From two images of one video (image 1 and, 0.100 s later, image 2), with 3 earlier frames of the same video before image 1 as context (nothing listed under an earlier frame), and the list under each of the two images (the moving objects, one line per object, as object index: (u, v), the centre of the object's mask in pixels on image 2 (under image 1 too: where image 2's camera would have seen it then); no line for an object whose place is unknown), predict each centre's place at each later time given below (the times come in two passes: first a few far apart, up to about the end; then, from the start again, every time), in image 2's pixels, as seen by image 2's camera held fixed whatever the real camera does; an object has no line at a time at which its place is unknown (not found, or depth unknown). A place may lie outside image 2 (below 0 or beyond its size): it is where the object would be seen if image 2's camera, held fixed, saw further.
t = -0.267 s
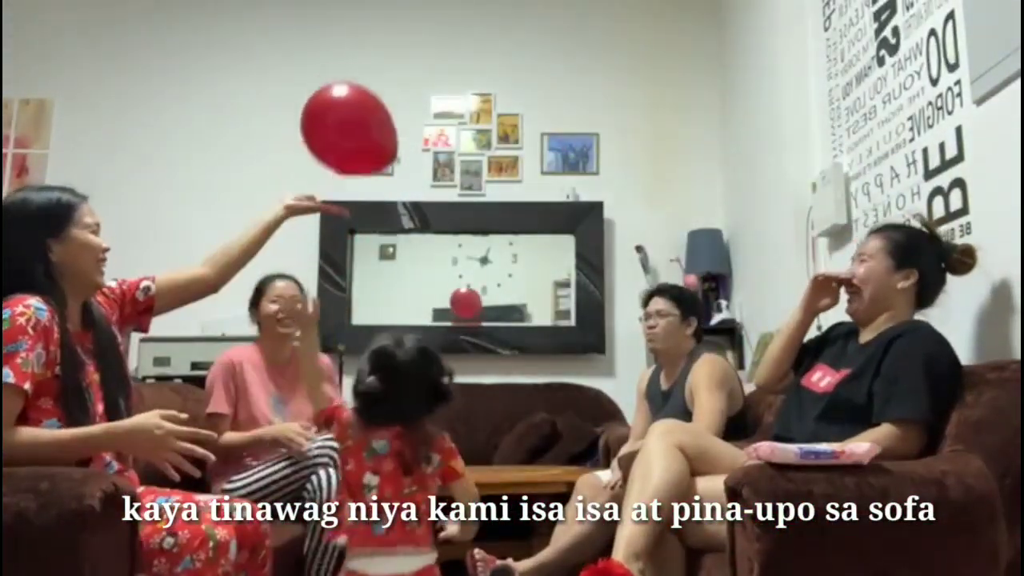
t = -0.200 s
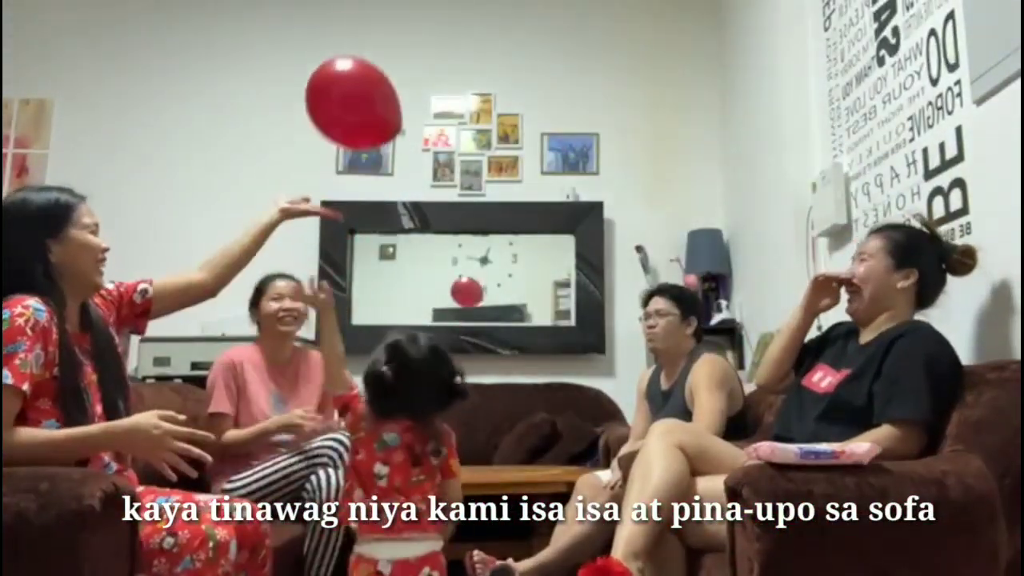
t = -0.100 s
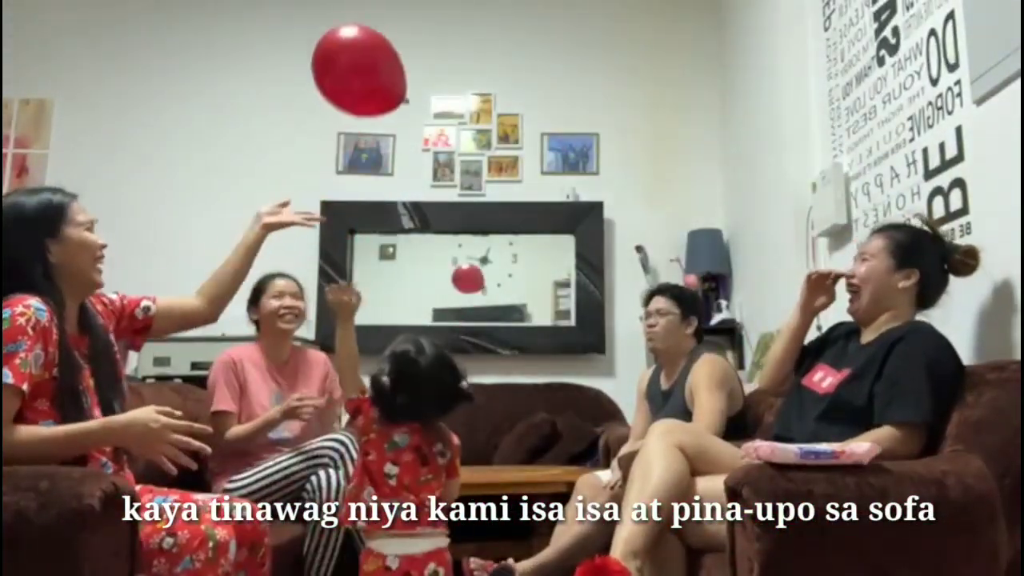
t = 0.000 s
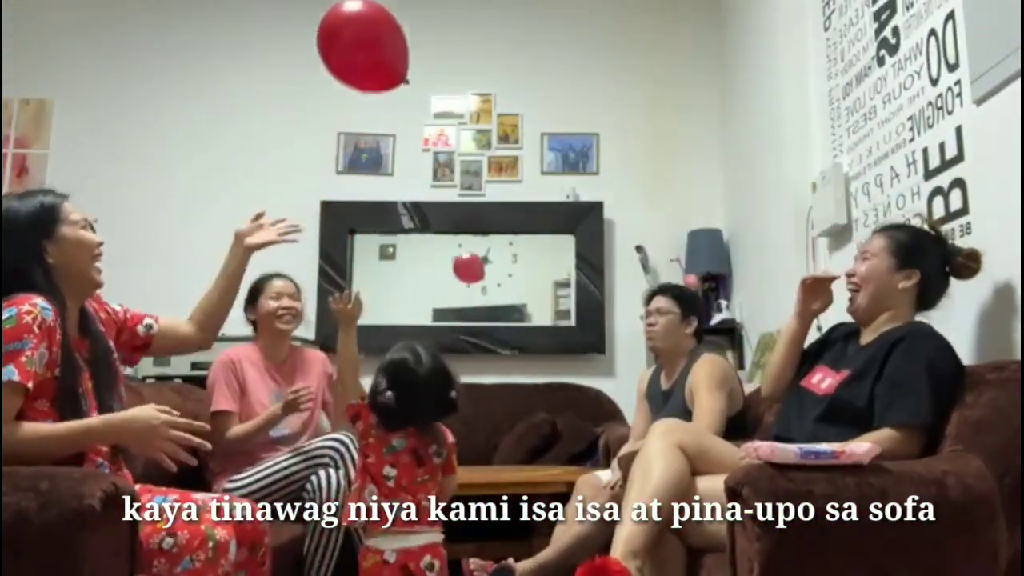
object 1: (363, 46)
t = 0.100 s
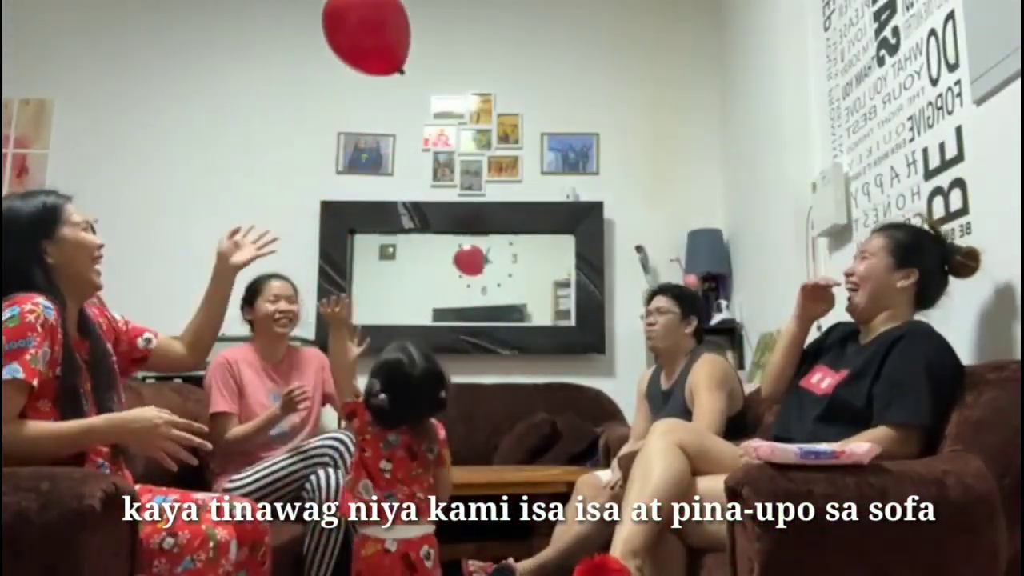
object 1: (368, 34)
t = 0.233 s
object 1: (373, 27)
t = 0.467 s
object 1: (376, 26)
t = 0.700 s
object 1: (379, 40)
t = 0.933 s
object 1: (381, 88)
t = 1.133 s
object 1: (381, 150)
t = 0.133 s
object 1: (370, 32)
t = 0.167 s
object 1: (371, 30)
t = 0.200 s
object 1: (372, 28)
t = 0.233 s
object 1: (373, 27)
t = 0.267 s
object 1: (374, 26)
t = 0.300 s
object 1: (374, 25)
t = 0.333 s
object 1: (375, 25)
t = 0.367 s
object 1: (375, 25)
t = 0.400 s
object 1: (376, 25)
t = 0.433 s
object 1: (376, 26)
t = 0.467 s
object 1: (376, 26)
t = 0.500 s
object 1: (377, 27)
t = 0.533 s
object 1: (377, 28)
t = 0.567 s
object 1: (377, 30)
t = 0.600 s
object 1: (378, 32)
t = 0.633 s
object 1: (378, 34)
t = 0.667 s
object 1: (379, 37)
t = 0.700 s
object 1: (379, 40)
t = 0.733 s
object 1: (379, 44)
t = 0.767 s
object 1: (380, 50)
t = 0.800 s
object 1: (380, 57)
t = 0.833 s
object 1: (380, 64)
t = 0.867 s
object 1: (380, 71)
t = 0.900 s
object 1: (380, 79)
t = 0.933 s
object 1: (381, 88)
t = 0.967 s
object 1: (381, 97)
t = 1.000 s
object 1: (381, 107)
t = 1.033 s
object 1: (381, 117)
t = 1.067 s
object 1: (381, 127)
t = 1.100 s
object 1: (381, 138)
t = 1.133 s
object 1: (381, 150)
